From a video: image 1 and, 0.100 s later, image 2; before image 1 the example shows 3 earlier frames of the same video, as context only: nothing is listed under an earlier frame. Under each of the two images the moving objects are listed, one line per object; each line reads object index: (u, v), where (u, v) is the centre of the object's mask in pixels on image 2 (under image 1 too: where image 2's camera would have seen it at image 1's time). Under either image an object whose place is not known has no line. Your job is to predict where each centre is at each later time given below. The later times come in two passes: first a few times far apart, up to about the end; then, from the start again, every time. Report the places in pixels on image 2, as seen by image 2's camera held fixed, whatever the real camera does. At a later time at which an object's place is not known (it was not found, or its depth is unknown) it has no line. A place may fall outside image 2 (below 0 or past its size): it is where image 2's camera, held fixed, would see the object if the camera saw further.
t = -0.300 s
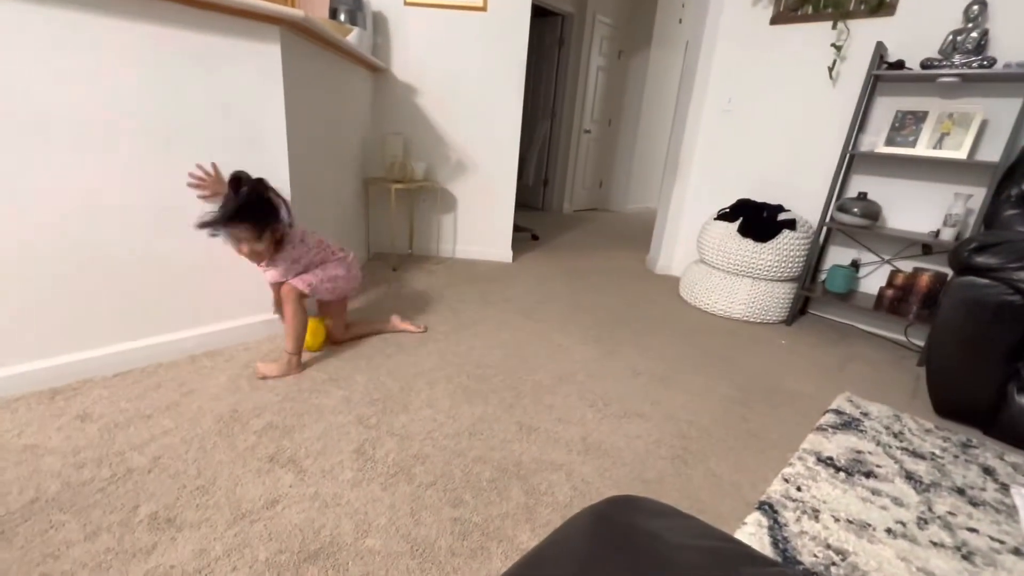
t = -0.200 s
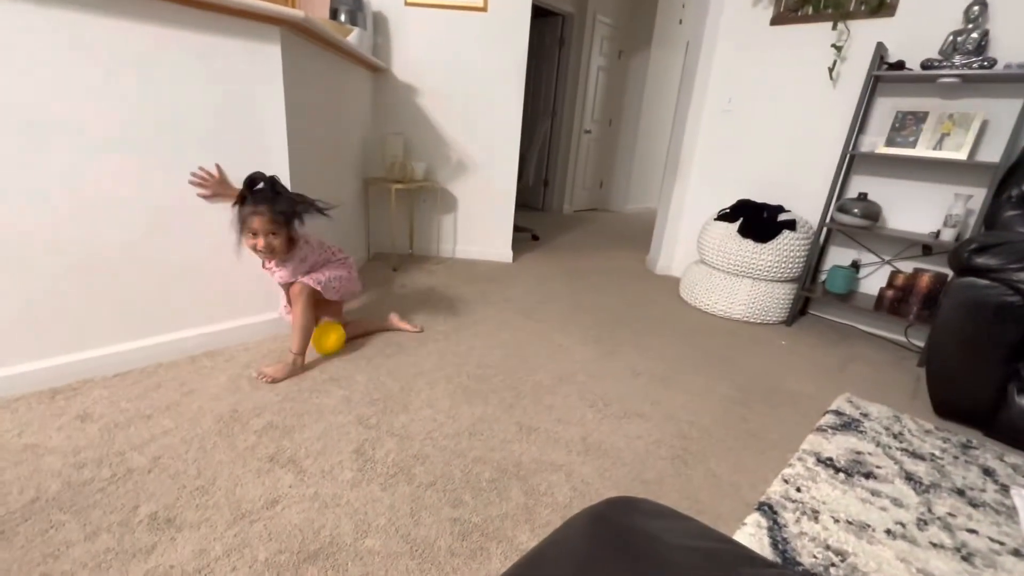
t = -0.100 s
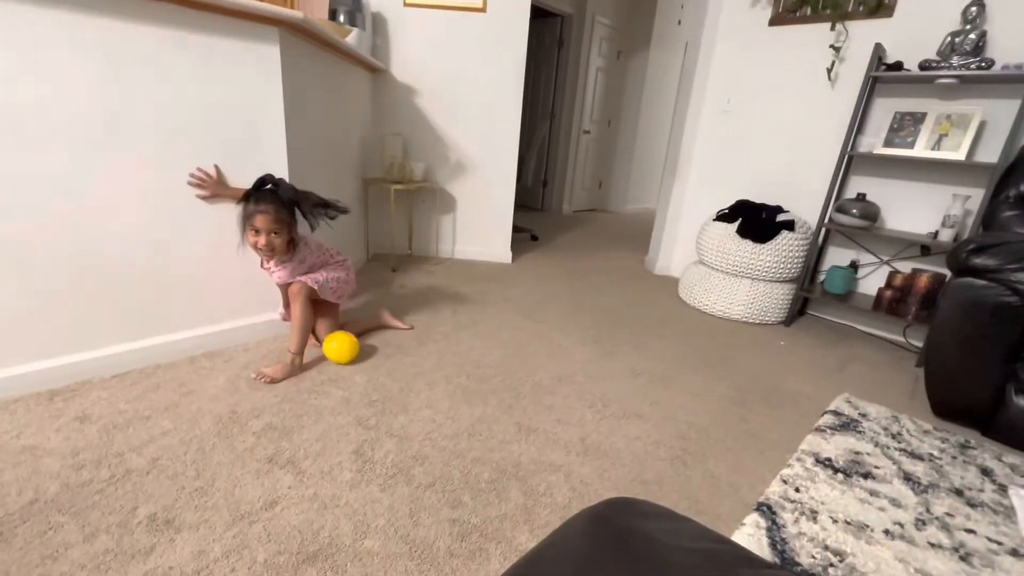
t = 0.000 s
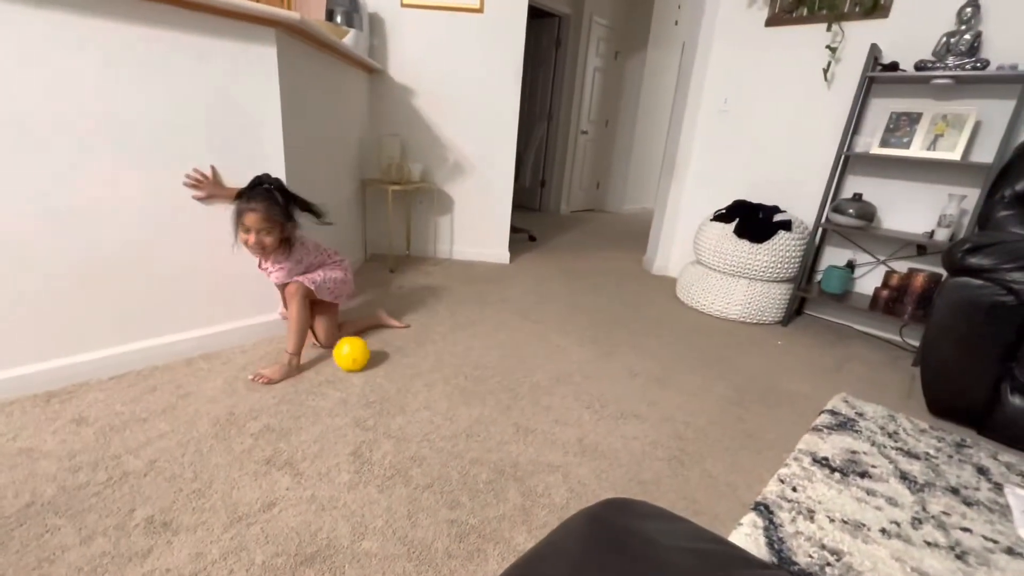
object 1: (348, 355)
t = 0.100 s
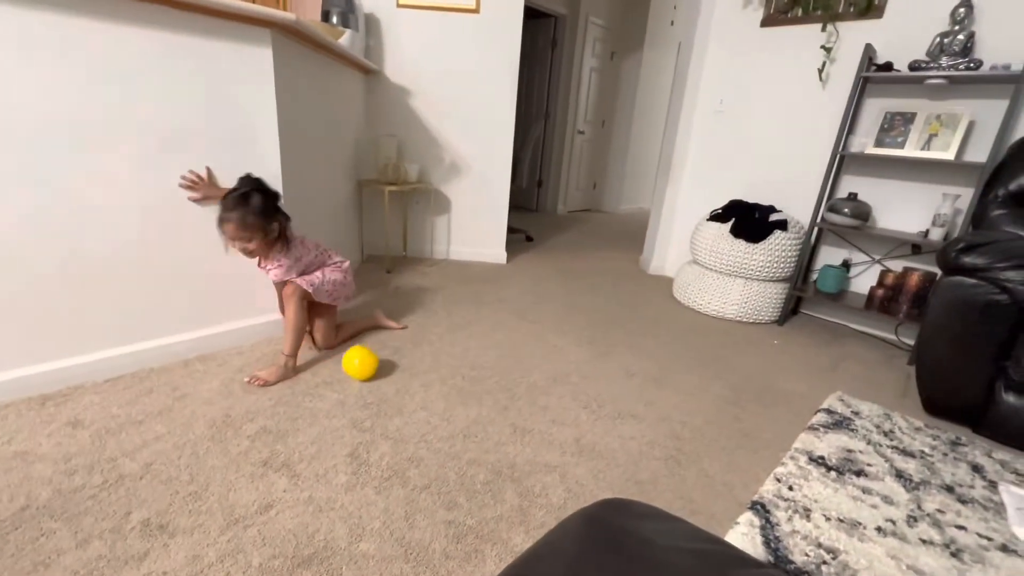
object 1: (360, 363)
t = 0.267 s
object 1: (373, 376)
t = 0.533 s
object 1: (393, 392)
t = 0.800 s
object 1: (421, 411)
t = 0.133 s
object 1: (364, 366)
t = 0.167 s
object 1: (367, 369)
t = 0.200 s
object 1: (369, 371)
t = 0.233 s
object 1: (371, 373)
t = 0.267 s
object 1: (373, 376)
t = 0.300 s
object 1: (376, 378)
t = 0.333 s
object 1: (378, 381)
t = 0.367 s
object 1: (381, 383)
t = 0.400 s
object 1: (383, 385)
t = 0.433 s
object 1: (385, 387)
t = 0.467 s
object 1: (387, 388)
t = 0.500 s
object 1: (390, 390)
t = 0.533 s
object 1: (393, 392)
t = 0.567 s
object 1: (396, 394)
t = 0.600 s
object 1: (399, 396)
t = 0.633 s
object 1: (403, 398)
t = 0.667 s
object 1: (407, 401)
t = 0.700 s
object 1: (411, 403)
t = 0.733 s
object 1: (414, 405)
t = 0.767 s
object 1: (418, 408)
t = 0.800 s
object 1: (421, 411)
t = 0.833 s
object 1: (423, 413)
